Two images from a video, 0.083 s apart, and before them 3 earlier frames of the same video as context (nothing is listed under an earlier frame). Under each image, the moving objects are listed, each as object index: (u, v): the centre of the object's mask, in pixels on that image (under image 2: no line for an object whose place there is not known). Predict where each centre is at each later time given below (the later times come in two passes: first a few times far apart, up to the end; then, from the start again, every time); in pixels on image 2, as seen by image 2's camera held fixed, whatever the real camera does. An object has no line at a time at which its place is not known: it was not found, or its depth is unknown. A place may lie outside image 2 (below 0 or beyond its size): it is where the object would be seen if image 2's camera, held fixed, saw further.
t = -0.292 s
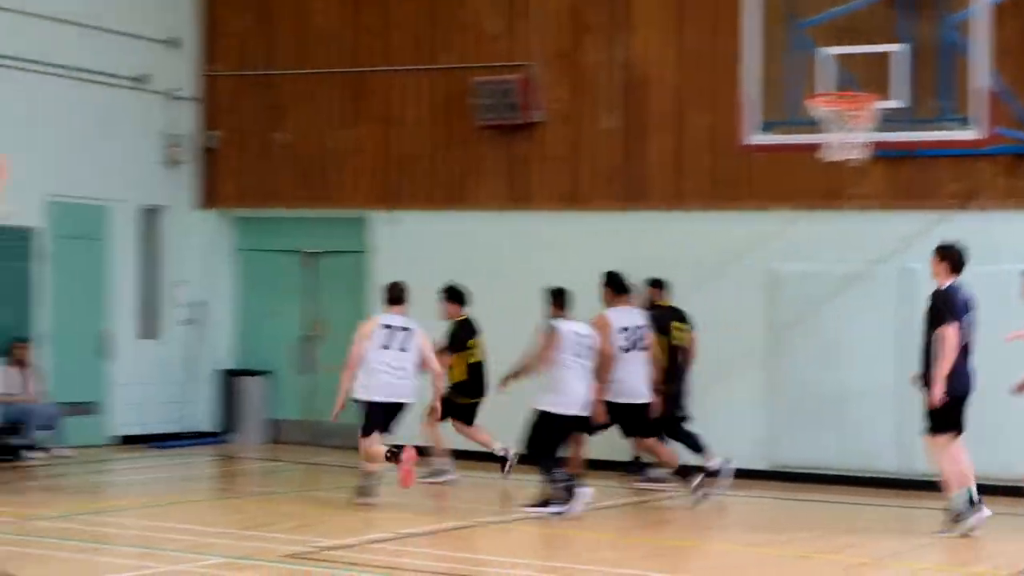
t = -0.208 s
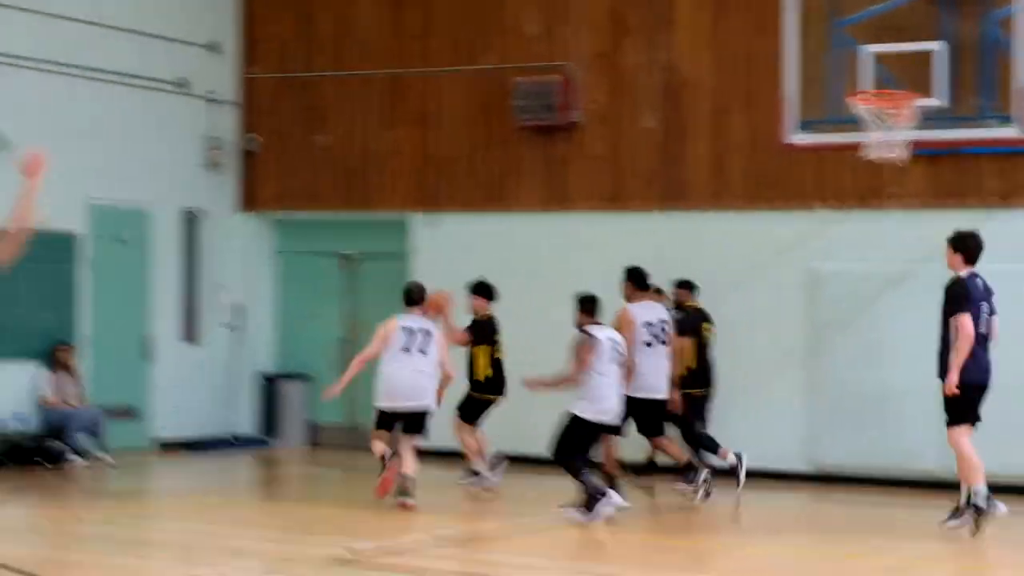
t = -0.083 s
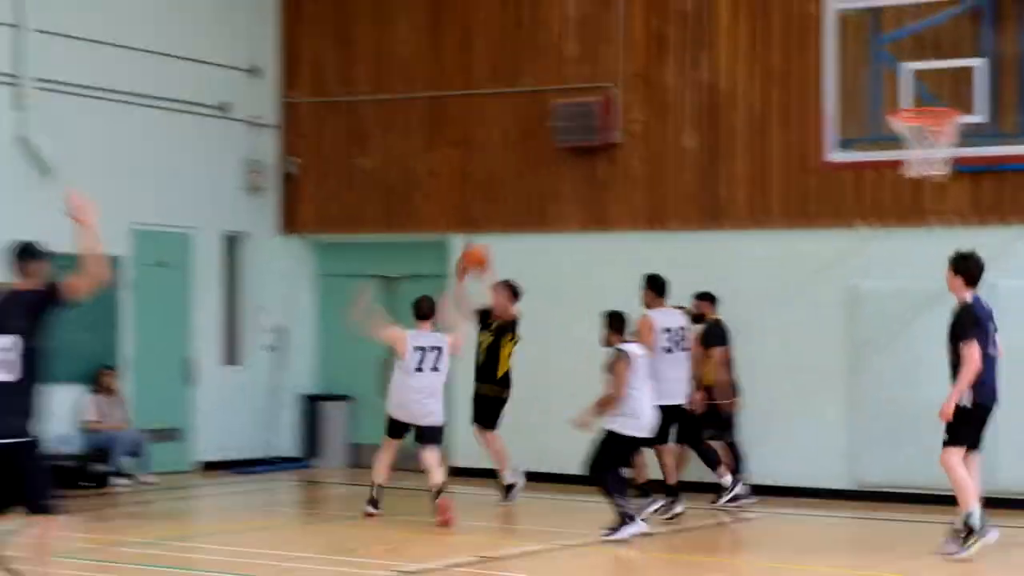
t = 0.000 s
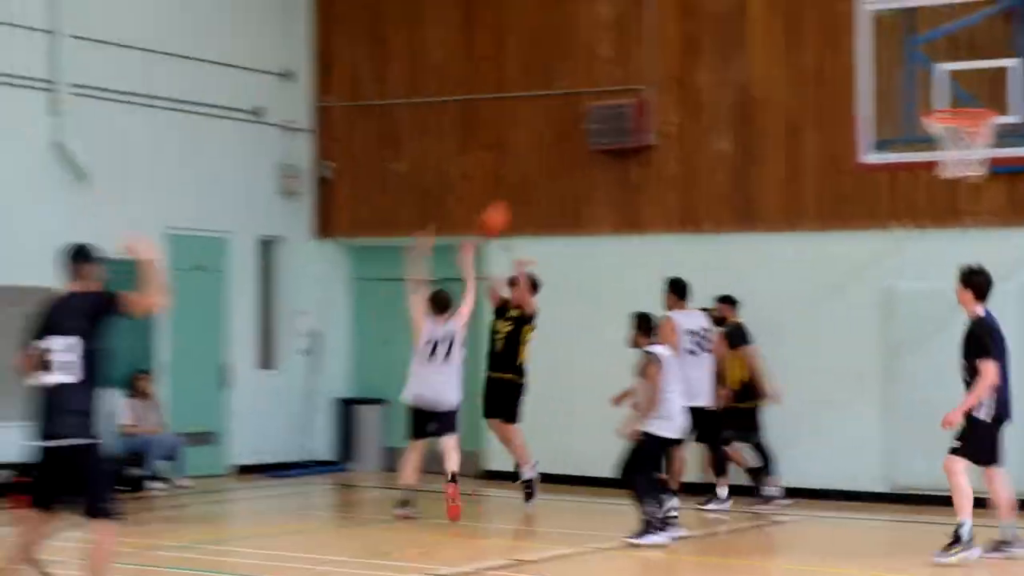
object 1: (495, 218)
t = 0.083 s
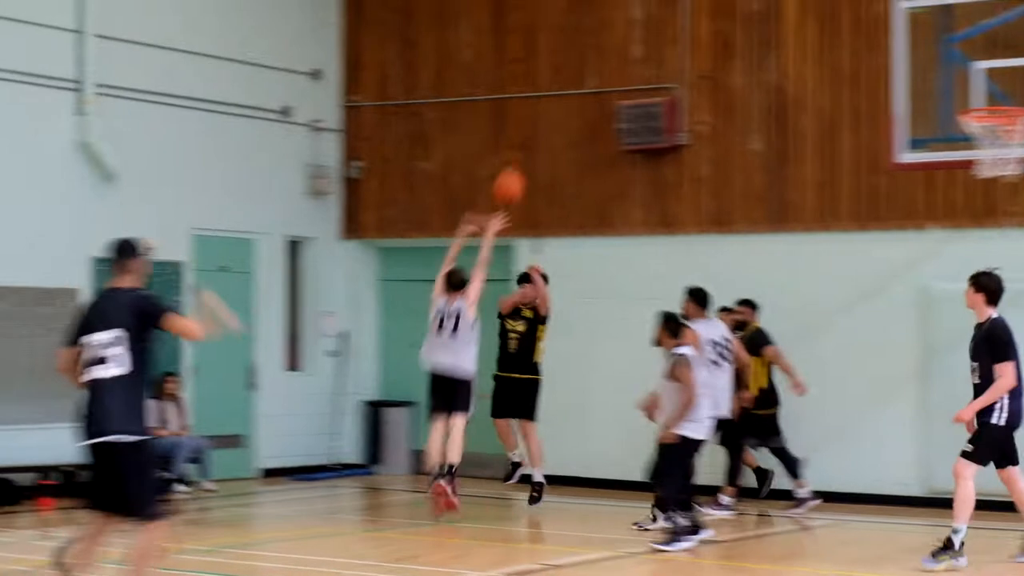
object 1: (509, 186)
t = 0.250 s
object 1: (474, 141)
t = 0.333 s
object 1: (454, 131)
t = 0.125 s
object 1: (500, 172)
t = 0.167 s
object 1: (493, 160)
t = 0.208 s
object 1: (483, 150)
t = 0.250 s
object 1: (474, 141)
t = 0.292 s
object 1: (464, 135)
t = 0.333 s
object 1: (454, 131)
